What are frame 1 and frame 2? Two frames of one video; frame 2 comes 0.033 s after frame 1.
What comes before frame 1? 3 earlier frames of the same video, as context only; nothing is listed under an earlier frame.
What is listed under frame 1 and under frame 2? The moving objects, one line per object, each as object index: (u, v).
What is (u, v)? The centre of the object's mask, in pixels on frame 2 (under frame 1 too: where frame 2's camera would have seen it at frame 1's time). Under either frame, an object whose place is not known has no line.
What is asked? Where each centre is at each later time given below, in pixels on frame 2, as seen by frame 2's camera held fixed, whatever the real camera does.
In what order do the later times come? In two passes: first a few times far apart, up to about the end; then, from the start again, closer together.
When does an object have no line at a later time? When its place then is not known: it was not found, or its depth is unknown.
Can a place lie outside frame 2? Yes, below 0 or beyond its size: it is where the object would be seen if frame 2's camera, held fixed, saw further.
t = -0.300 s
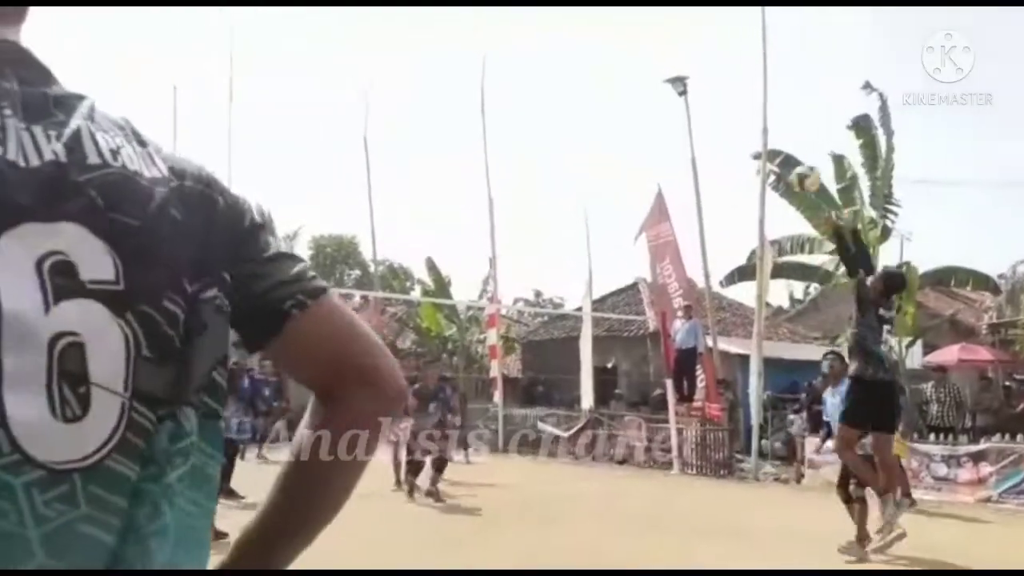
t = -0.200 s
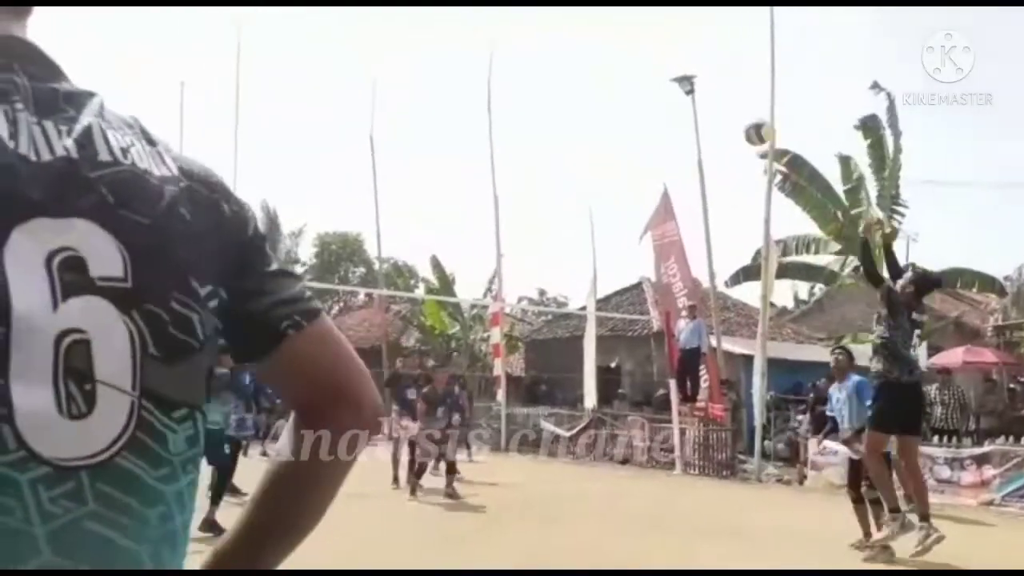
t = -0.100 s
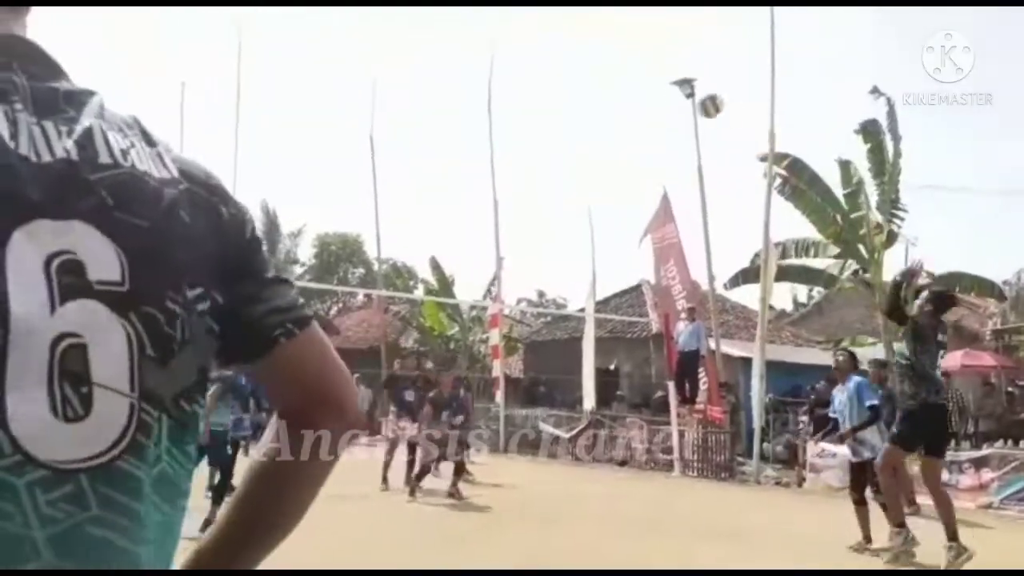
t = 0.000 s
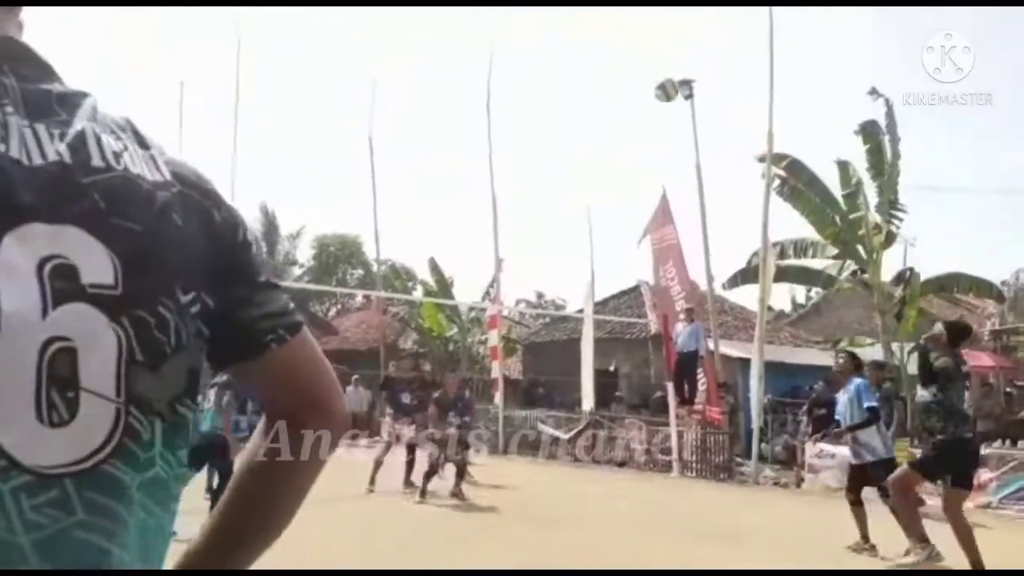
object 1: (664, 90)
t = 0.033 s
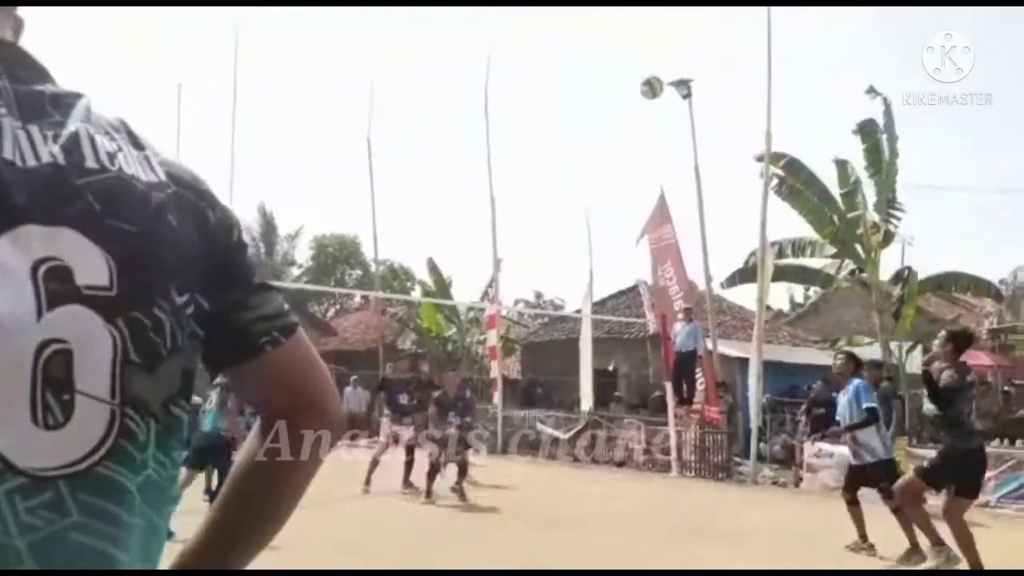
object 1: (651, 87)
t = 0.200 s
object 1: (593, 92)
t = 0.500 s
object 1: (508, 161)
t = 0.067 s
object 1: (639, 86)
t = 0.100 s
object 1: (627, 86)
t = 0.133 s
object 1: (614, 88)
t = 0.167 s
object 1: (603, 89)
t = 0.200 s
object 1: (593, 92)
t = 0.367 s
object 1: (544, 120)
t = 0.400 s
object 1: (535, 131)
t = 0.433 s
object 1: (525, 140)
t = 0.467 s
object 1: (516, 150)
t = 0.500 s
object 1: (508, 161)
